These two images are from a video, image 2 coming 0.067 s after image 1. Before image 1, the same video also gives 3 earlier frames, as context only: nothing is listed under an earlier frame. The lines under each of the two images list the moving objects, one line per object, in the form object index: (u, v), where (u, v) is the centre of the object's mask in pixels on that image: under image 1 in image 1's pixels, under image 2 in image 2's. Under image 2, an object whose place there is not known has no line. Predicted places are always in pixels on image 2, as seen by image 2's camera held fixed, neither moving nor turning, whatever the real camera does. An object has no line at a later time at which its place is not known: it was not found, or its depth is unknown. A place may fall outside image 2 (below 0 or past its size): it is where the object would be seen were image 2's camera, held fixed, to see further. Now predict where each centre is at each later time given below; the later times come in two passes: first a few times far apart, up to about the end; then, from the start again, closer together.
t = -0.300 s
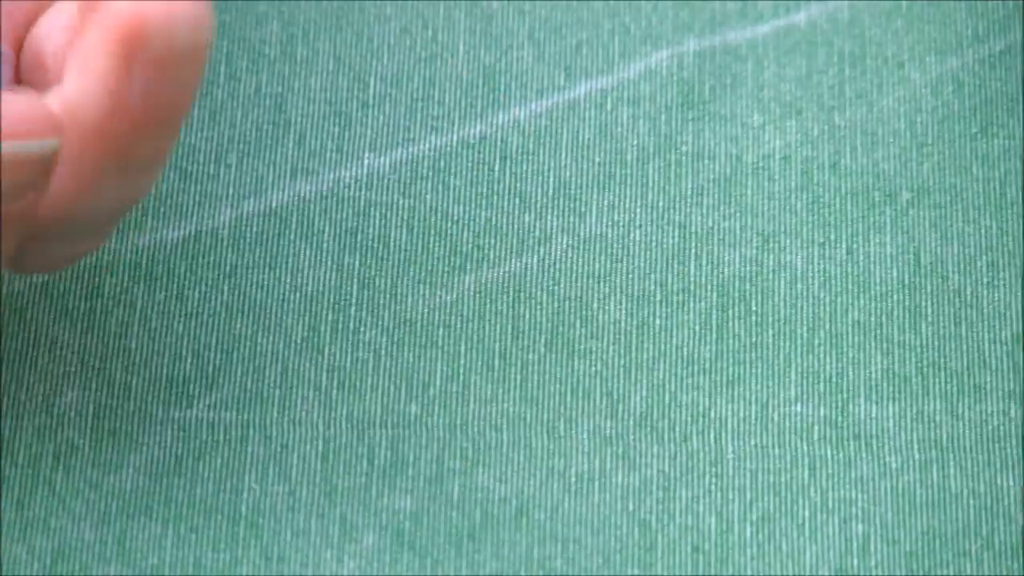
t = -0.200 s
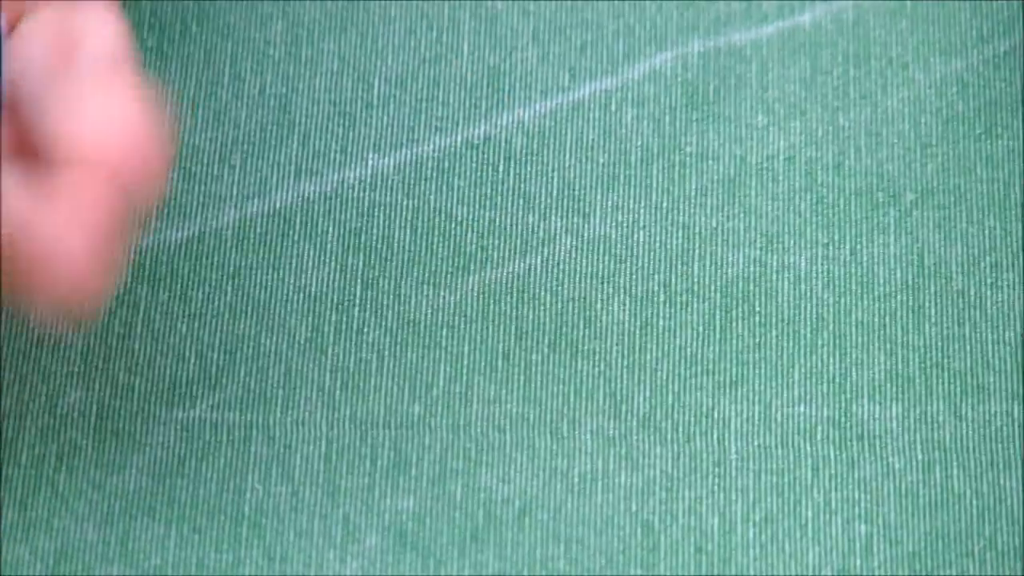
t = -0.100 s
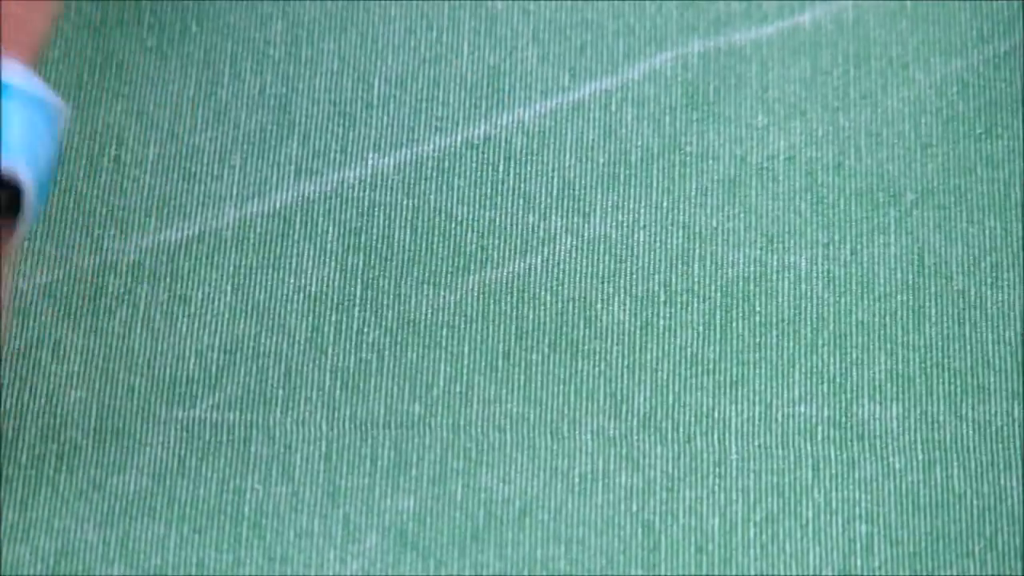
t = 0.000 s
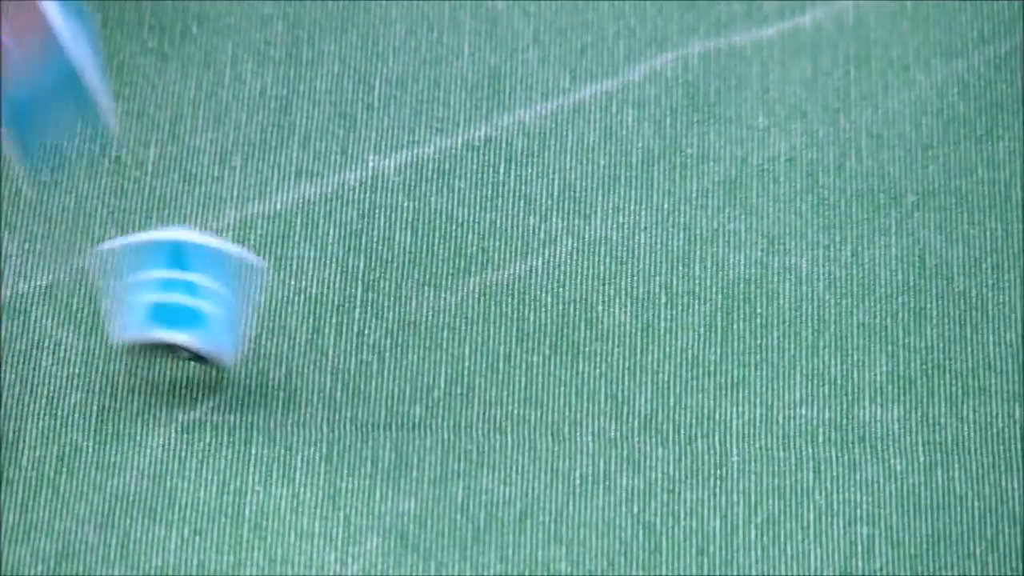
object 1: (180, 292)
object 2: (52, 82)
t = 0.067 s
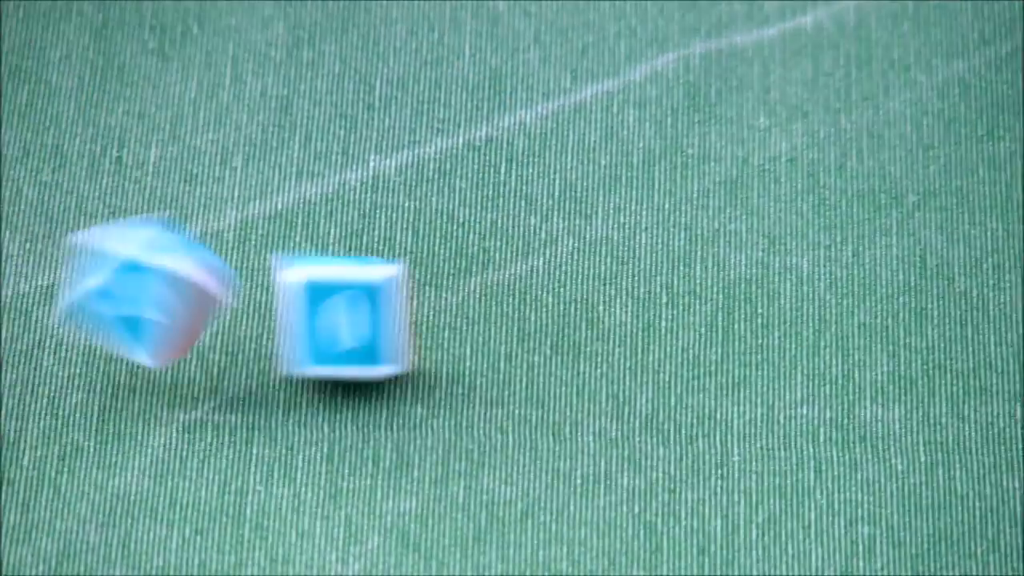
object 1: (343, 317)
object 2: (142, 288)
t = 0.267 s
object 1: (486, 319)
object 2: (544, 429)
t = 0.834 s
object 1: (488, 320)
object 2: (553, 431)
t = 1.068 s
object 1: (488, 319)
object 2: (553, 431)
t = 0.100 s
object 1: (426, 324)
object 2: (242, 322)
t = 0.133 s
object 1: (480, 327)
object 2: (340, 341)
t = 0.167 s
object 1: (504, 321)
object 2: (386, 365)
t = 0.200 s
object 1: (507, 299)
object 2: (463, 394)
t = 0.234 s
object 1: (486, 313)
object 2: (524, 422)
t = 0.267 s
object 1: (486, 319)
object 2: (544, 429)
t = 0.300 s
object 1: (486, 321)
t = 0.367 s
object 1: (487, 321)
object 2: (553, 434)
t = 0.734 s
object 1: (489, 321)
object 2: (553, 433)
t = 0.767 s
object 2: (553, 433)
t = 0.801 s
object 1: (488, 320)
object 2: (553, 432)
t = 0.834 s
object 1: (488, 320)
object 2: (553, 431)
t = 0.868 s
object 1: (488, 320)
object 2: (552, 431)
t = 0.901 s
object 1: (488, 319)
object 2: (552, 430)
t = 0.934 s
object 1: (488, 319)
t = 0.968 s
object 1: (488, 319)
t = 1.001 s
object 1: (488, 319)
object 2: (553, 430)
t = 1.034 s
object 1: (488, 319)
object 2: (553, 431)
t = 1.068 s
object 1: (488, 319)
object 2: (553, 431)
